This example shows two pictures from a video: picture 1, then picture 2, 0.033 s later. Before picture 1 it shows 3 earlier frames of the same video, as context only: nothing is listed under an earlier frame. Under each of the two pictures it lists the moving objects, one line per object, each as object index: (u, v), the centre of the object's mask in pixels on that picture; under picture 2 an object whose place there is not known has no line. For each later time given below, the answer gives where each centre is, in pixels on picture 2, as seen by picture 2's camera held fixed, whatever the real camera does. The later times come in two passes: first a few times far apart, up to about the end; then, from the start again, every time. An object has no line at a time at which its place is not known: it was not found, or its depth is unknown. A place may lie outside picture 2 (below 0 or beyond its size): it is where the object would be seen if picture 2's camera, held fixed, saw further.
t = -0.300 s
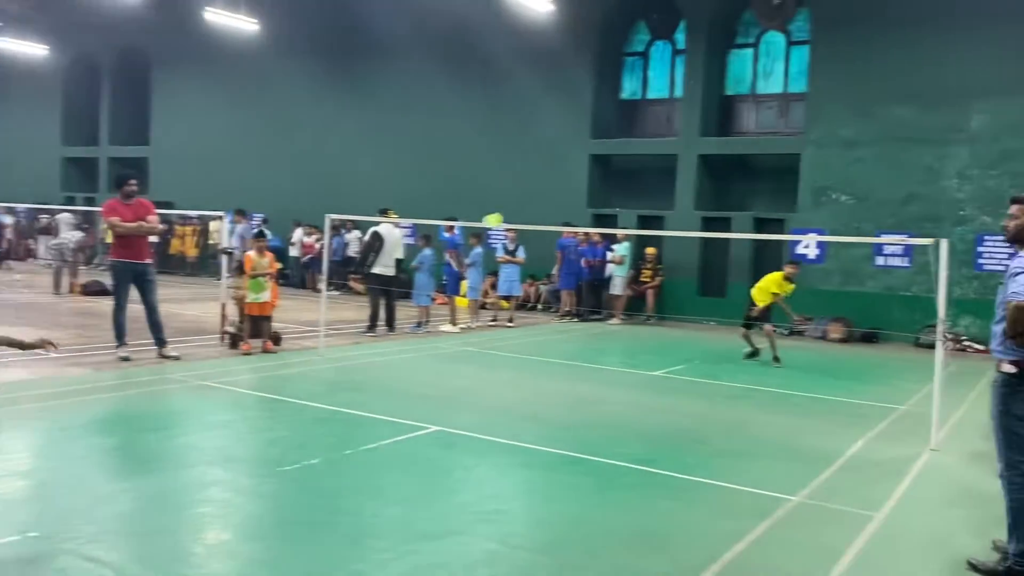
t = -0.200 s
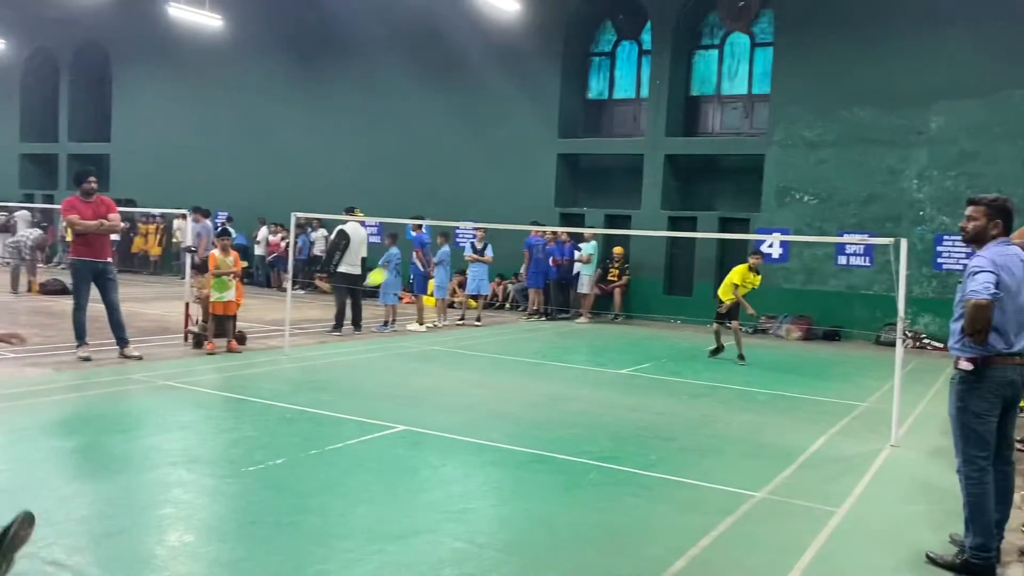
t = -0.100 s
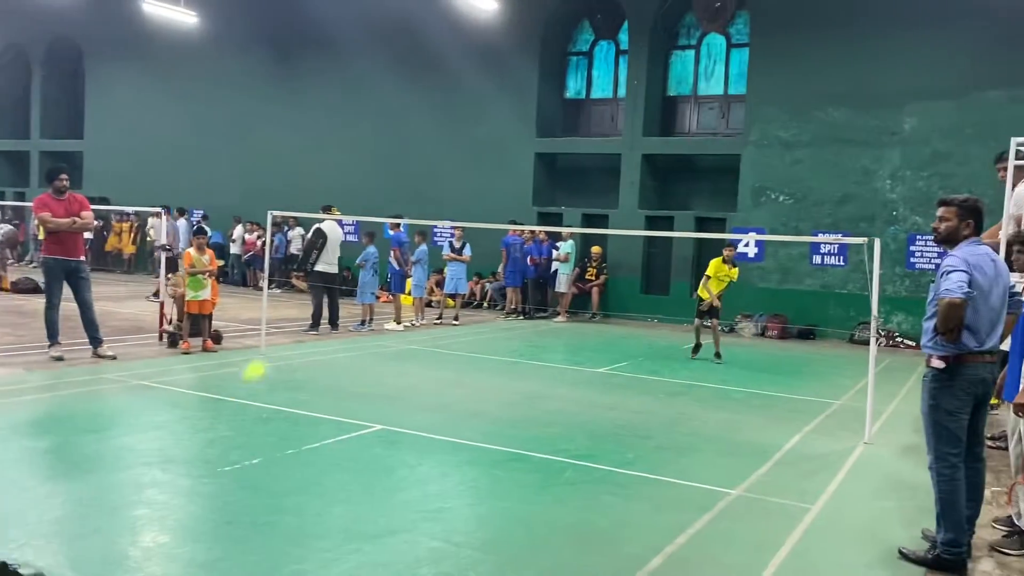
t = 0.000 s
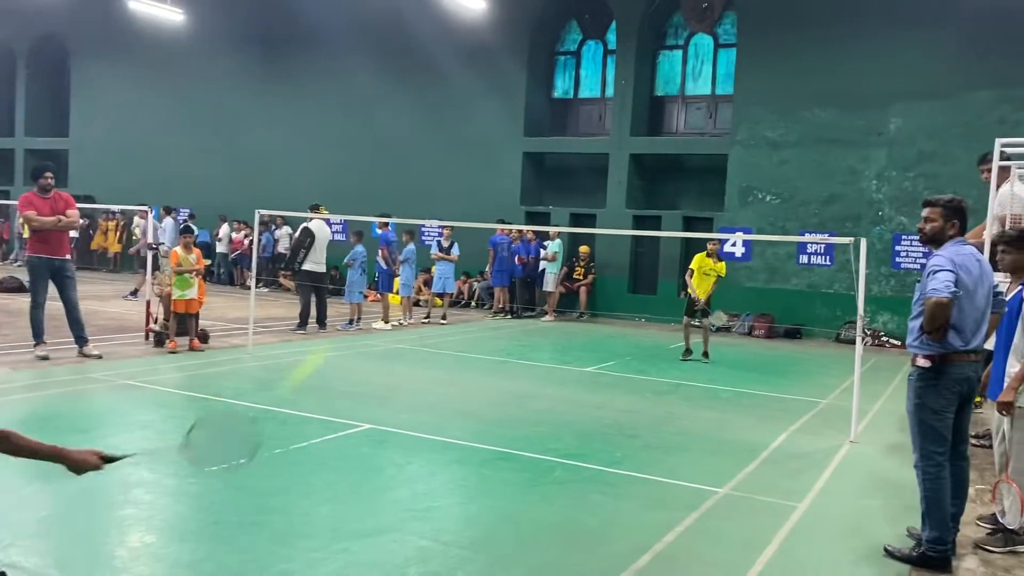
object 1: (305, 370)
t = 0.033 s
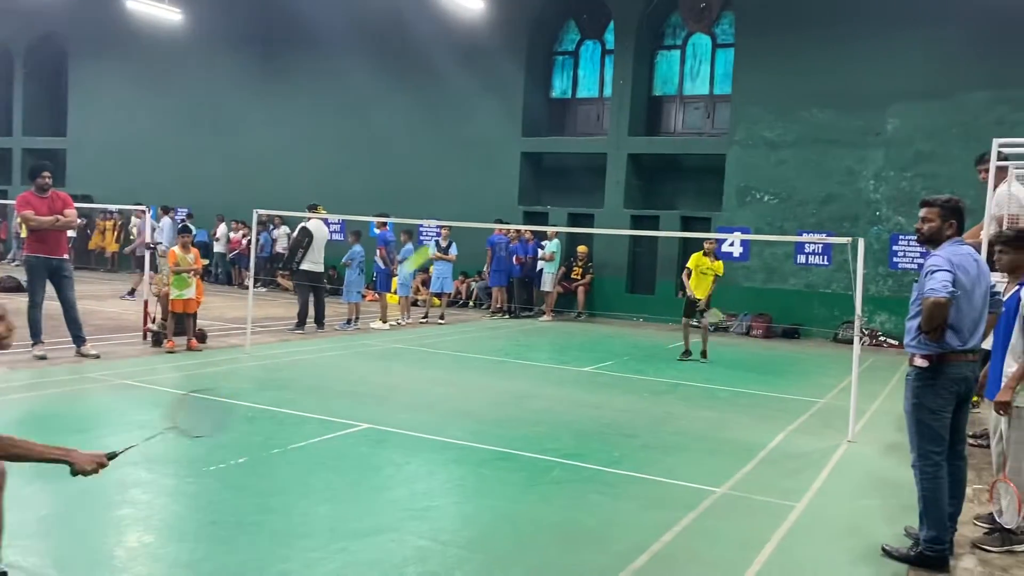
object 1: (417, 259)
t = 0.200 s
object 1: (660, 105)
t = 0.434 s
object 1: (759, 80)
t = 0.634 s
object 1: (797, 108)
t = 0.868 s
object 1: (823, 170)
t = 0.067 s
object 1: (503, 207)
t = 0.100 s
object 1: (559, 166)
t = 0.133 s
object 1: (601, 138)
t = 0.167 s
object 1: (634, 119)
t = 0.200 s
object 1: (660, 105)
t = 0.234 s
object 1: (681, 94)
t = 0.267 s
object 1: (700, 87)
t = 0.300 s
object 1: (715, 82)
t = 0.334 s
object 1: (729, 79)
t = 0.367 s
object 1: (739, 78)
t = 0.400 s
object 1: (750, 78)
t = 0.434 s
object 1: (759, 80)
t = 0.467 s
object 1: (767, 82)
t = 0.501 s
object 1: (774, 86)
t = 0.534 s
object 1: (781, 90)
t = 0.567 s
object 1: (787, 95)
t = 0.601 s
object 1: (792, 101)
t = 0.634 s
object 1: (797, 108)
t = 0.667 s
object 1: (802, 115)
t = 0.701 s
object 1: (806, 123)
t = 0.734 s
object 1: (810, 131)
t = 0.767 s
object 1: (813, 140)
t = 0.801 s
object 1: (817, 150)
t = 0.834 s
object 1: (820, 160)
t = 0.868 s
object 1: (823, 170)
